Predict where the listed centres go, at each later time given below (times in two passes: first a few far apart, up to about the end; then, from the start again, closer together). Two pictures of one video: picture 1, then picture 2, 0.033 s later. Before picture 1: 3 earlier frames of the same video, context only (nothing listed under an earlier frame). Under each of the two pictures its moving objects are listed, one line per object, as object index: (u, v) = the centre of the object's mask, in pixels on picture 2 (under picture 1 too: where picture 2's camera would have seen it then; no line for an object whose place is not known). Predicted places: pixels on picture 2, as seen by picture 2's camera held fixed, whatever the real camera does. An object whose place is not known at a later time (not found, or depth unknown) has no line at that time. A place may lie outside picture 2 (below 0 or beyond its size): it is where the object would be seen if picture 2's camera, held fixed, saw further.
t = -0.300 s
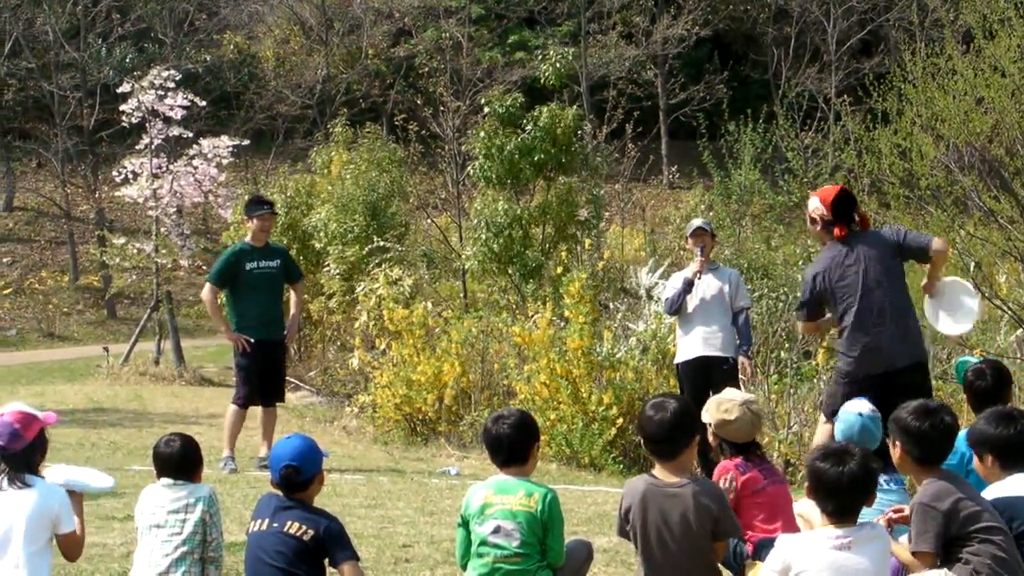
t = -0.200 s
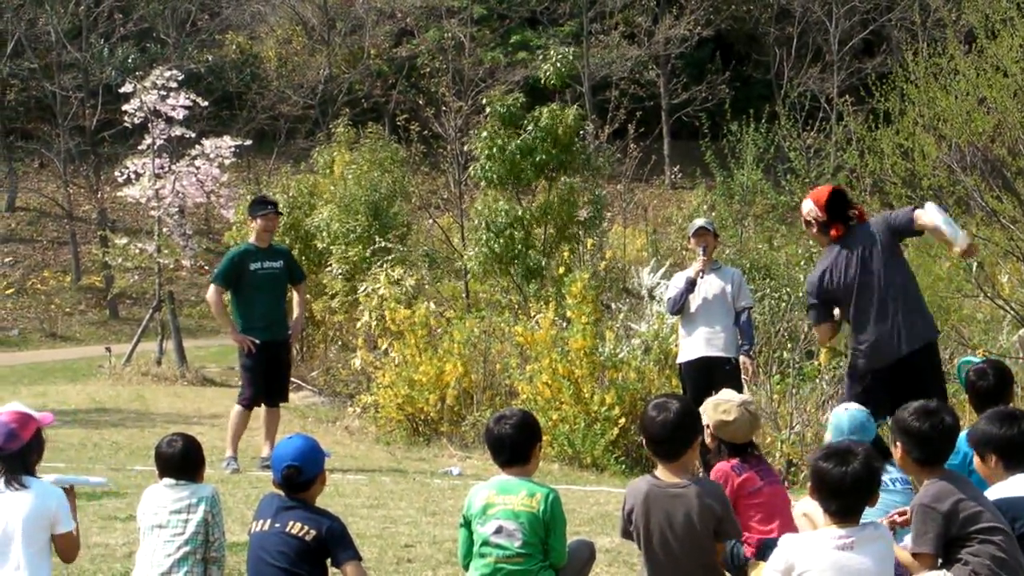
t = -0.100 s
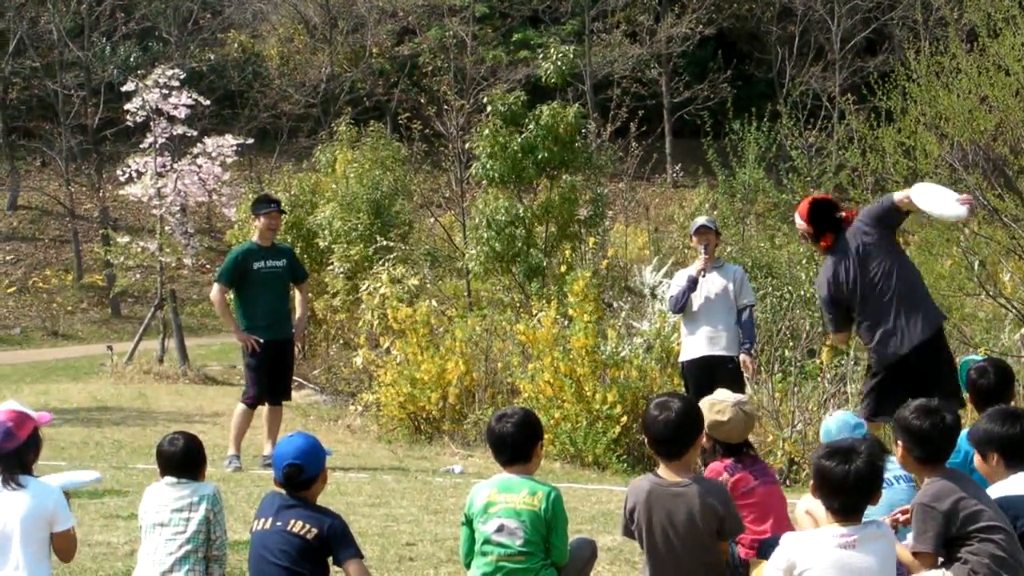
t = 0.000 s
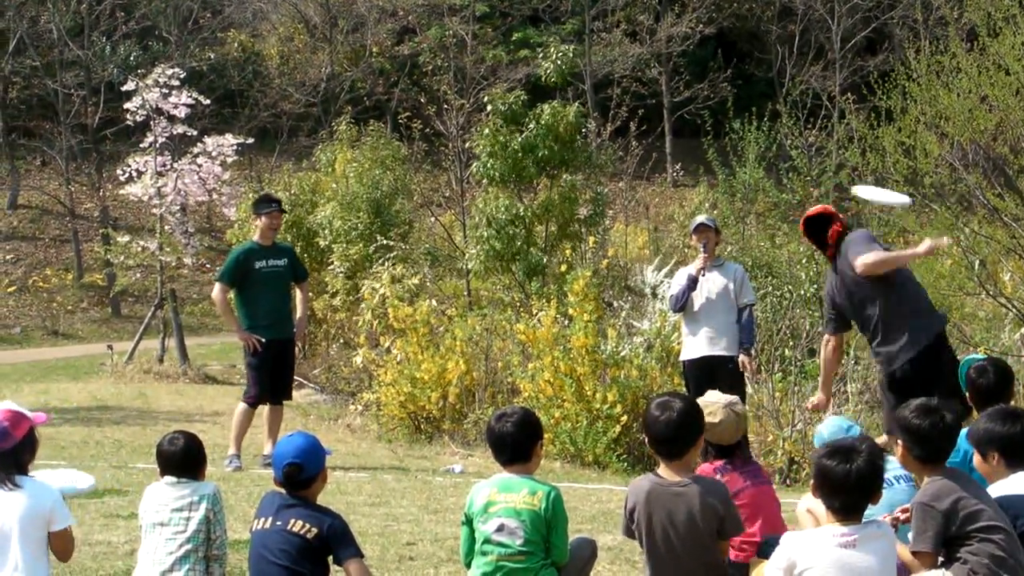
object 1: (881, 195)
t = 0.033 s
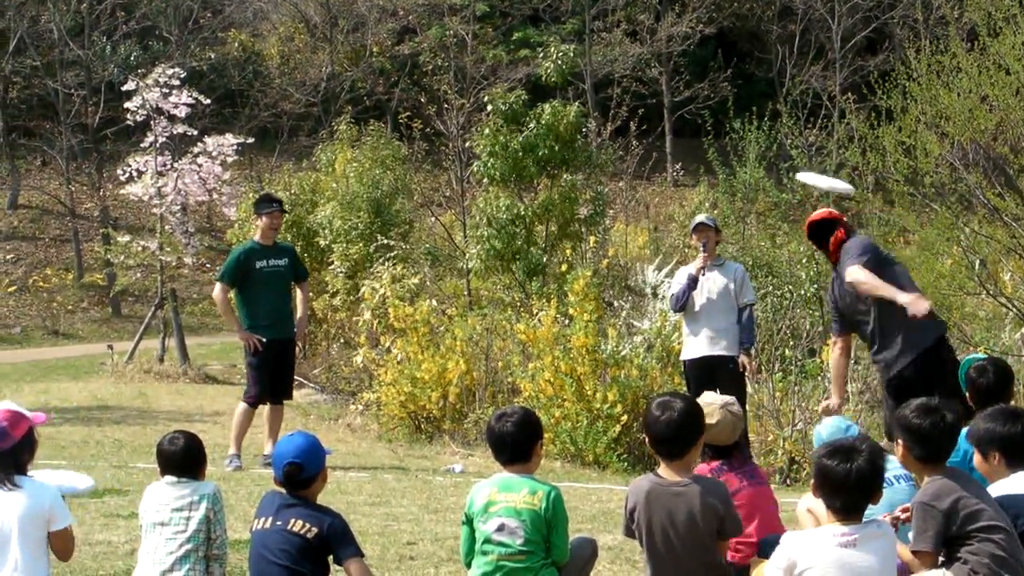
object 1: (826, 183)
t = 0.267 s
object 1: (483, 128)
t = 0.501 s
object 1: (211, 111)
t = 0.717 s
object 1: (1, 113)
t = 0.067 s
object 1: (770, 170)
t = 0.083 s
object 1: (745, 166)
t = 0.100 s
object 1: (718, 160)
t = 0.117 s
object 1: (694, 156)
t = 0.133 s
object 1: (669, 152)
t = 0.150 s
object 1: (644, 148)
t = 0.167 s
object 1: (620, 144)
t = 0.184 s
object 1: (597, 141)
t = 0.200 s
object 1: (572, 137)
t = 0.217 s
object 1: (550, 135)
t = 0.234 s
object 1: (526, 132)
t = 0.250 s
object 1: (505, 130)
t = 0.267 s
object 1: (483, 128)
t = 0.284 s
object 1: (460, 125)
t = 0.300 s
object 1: (440, 123)
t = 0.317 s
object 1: (420, 122)
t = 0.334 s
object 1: (400, 120)
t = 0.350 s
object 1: (379, 119)
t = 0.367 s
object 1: (359, 117)
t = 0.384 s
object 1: (340, 116)
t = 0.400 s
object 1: (319, 115)
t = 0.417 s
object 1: (301, 114)
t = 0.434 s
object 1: (282, 113)
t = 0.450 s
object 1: (264, 112)
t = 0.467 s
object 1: (246, 111)
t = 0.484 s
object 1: (228, 111)
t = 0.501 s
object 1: (211, 111)
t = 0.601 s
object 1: (111, 110)
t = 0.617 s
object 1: (94, 110)
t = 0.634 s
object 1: (78, 111)
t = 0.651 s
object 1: (64, 111)
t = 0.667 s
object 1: (48, 111)
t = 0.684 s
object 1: (33, 112)
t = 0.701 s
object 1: (17, 113)
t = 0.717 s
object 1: (1, 113)
